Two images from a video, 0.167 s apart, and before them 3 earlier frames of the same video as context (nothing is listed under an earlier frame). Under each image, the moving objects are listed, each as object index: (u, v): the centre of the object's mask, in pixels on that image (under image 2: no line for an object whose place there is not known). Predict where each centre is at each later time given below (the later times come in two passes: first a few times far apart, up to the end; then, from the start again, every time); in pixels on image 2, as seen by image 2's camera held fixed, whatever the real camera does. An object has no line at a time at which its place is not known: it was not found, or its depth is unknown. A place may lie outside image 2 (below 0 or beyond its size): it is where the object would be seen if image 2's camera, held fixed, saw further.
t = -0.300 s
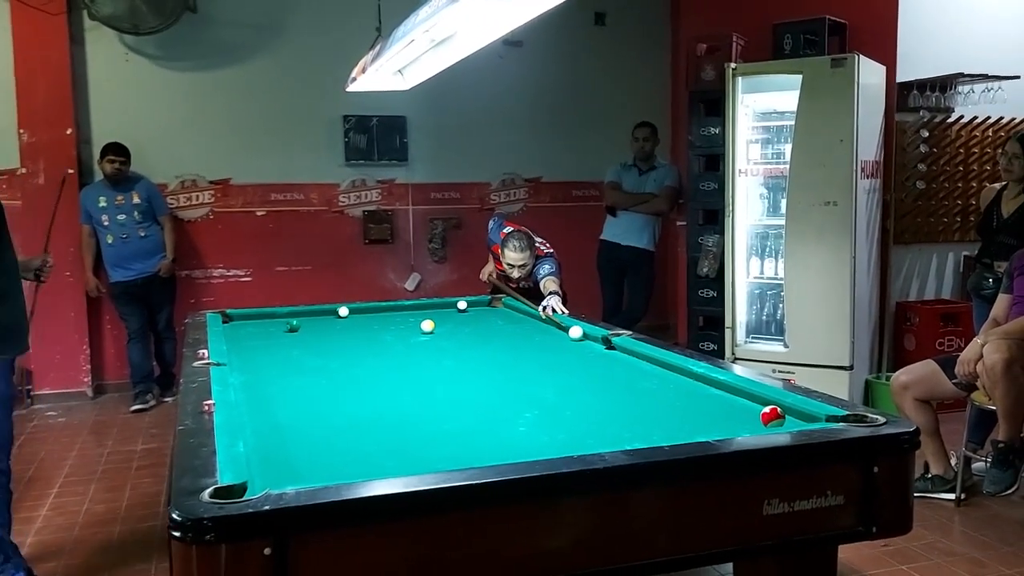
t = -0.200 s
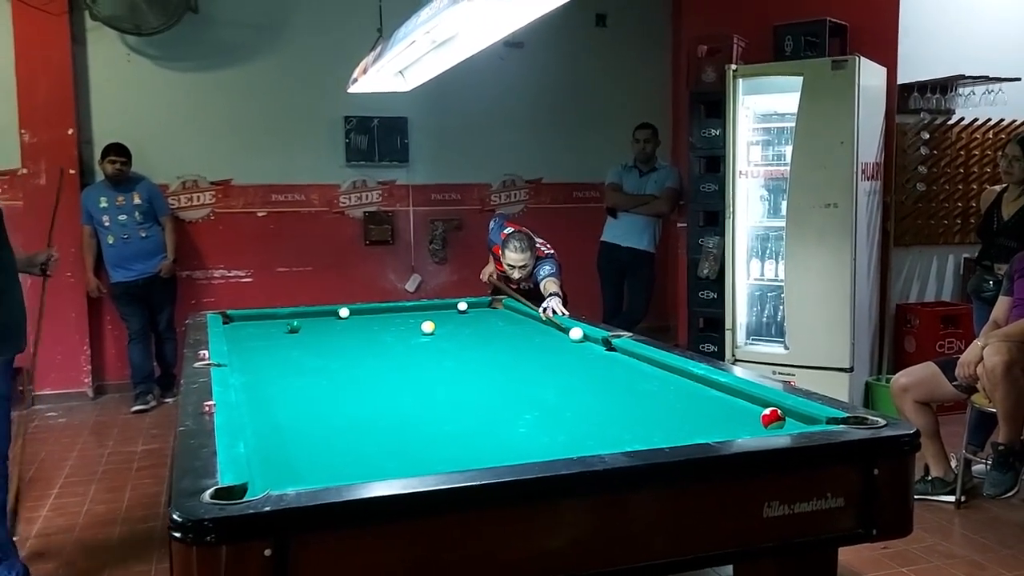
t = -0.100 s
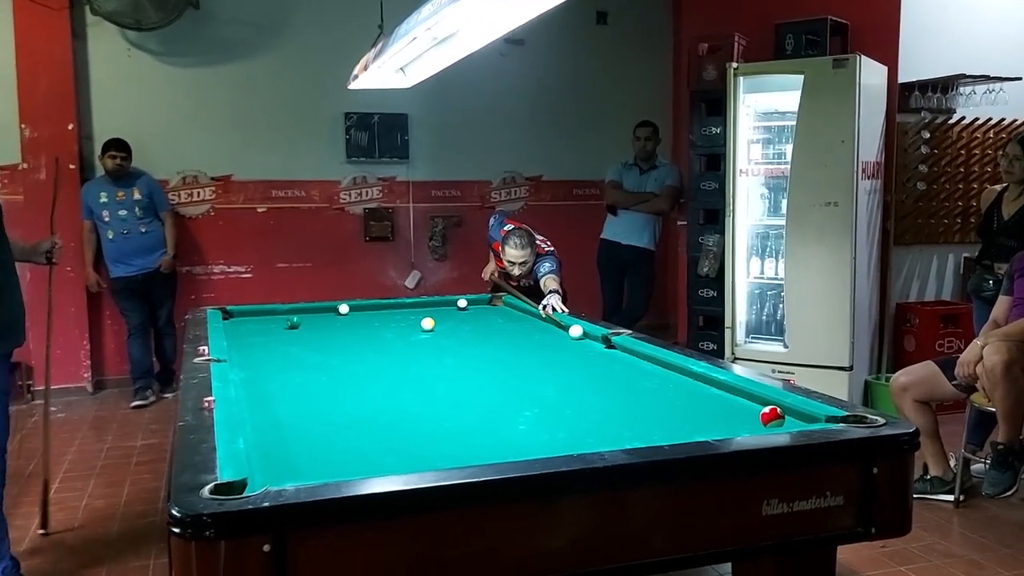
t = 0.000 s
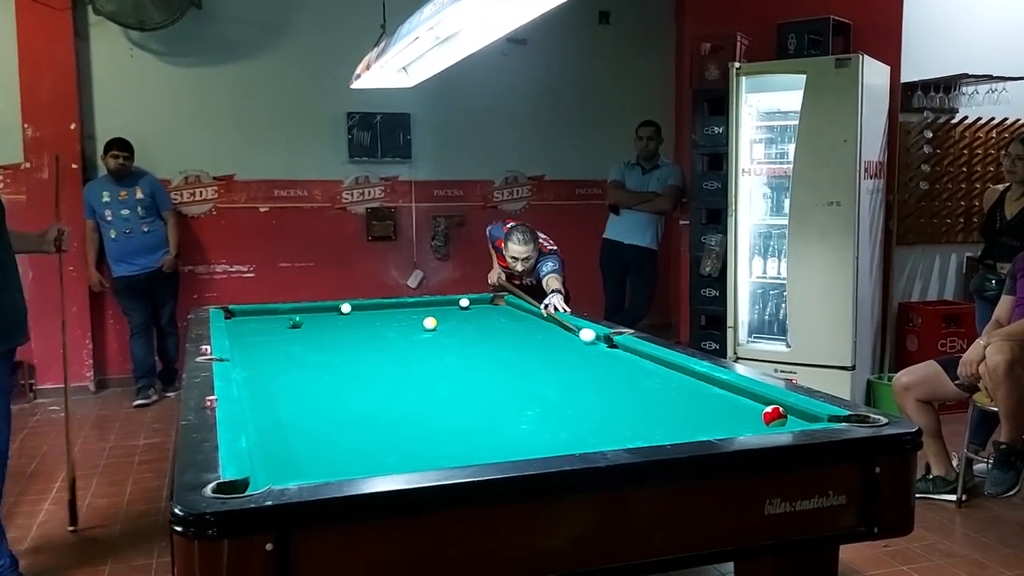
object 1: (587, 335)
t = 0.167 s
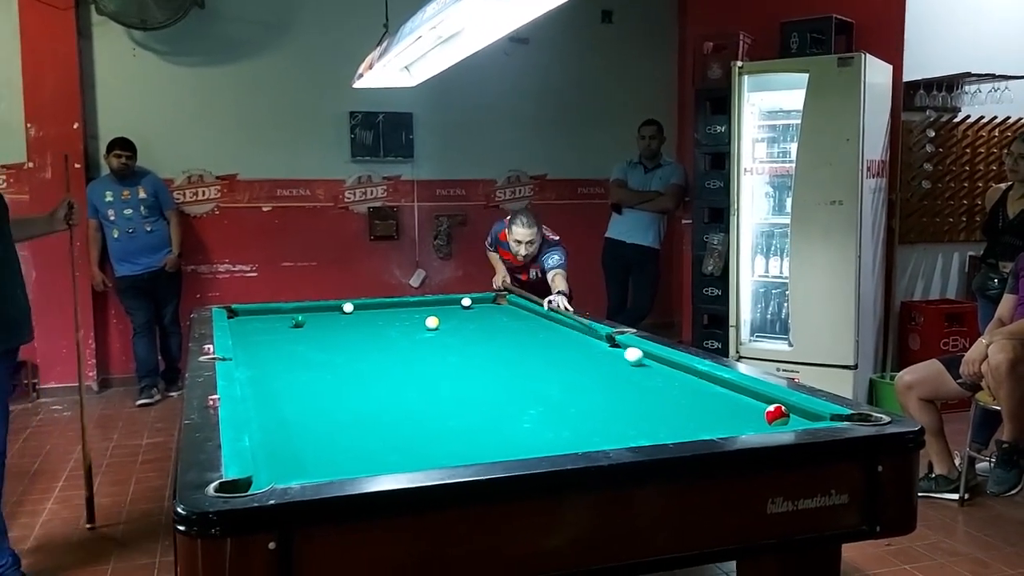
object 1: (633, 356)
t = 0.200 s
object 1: (643, 361)
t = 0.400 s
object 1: (706, 390)
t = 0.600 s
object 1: (741, 421)
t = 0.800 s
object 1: (682, 424)
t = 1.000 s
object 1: (612, 417)
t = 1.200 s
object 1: (550, 408)
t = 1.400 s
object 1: (494, 401)
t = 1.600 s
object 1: (444, 394)
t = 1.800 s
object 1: (399, 388)
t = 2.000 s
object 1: (358, 382)
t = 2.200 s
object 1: (322, 378)
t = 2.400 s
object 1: (288, 373)
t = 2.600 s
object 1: (257, 369)
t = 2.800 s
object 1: (249, 365)
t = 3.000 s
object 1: (262, 360)
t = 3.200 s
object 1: (273, 357)
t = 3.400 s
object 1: (283, 353)
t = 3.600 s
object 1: (293, 350)
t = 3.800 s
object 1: (302, 347)
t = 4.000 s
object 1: (309, 345)
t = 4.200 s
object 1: (315, 343)
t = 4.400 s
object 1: (321, 341)
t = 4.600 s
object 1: (327, 340)
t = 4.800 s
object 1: (331, 339)
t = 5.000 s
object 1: (335, 337)
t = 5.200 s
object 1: (339, 337)
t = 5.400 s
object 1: (342, 336)
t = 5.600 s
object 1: (344, 336)
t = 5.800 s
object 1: (344, 336)
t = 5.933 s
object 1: (344, 336)
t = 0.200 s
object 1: (643, 361)
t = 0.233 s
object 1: (652, 365)
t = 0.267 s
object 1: (662, 369)
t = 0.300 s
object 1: (672, 374)
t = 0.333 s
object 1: (682, 379)
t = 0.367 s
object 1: (694, 385)
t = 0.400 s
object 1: (706, 390)
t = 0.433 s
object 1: (718, 396)
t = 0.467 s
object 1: (732, 403)
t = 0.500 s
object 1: (746, 410)
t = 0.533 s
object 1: (750, 415)
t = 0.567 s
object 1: (745, 418)
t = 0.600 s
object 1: (741, 421)
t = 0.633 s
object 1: (737, 424)
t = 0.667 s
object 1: (734, 427)
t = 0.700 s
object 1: (720, 426)
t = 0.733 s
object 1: (707, 425)
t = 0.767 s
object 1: (694, 425)
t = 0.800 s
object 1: (682, 424)
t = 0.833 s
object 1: (670, 424)
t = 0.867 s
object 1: (658, 424)
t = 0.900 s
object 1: (646, 421)
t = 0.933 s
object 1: (634, 420)
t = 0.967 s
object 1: (623, 418)
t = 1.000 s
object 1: (612, 417)
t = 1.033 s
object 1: (601, 416)
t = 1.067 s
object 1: (590, 414)
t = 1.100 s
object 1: (580, 412)
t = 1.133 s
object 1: (570, 411)
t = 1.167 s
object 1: (560, 410)
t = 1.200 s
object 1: (550, 408)
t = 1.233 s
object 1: (541, 407)
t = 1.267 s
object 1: (531, 405)
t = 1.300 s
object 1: (522, 404)
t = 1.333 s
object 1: (512, 403)
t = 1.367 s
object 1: (503, 402)
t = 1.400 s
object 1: (494, 401)
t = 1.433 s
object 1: (486, 399)
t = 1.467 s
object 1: (477, 398)
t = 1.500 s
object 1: (469, 397)
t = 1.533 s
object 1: (460, 396)
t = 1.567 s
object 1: (452, 395)
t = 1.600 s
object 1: (444, 394)
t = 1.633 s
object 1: (436, 393)
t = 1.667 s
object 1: (428, 392)
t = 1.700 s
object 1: (421, 391)
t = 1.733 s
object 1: (413, 390)
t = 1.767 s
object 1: (406, 389)
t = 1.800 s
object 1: (399, 388)
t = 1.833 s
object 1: (392, 387)
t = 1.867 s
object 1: (385, 386)
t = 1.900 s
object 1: (378, 386)
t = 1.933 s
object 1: (371, 384)
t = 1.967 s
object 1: (365, 383)
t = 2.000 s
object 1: (358, 382)
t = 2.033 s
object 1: (352, 382)
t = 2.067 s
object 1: (346, 381)
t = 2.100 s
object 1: (340, 381)
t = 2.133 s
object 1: (333, 379)
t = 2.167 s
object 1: (327, 379)
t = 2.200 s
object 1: (322, 378)
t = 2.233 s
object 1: (316, 377)
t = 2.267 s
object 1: (310, 376)
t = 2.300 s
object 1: (305, 375)
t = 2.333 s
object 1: (299, 375)
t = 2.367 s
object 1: (293, 374)
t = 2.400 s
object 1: (288, 373)
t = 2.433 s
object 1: (282, 372)
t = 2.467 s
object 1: (277, 371)
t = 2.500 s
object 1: (272, 371)
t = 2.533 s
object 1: (267, 370)
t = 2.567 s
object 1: (262, 370)
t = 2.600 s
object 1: (257, 369)
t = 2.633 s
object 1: (252, 368)
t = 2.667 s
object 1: (248, 368)
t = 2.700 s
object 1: (244, 367)
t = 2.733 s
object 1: (244, 366)
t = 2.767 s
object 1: (247, 365)
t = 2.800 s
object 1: (249, 365)
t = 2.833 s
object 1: (251, 364)
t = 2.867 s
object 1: (253, 363)
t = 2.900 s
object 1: (256, 362)
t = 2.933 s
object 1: (258, 362)
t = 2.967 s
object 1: (260, 361)
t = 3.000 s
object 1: (262, 360)
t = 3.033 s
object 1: (264, 359)
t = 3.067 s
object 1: (266, 359)
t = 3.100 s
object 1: (268, 358)
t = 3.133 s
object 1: (270, 358)
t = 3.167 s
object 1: (271, 357)
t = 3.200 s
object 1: (273, 357)
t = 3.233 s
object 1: (275, 356)
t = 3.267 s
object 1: (277, 355)
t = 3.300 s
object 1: (279, 355)
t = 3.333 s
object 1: (280, 354)
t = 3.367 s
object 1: (282, 354)
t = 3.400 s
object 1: (283, 353)
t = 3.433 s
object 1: (285, 352)
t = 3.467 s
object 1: (287, 352)
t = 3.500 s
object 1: (288, 352)
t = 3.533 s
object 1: (290, 351)
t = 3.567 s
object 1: (291, 350)
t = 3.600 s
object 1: (293, 350)
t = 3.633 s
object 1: (294, 350)
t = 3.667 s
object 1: (296, 349)
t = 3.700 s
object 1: (297, 349)
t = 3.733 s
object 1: (299, 348)
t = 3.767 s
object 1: (300, 348)
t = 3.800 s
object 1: (302, 347)
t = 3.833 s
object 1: (303, 347)
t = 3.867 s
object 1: (304, 347)
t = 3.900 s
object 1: (305, 346)
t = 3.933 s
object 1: (306, 346)
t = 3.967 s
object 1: (308, 345)
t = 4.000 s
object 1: (309, 345)
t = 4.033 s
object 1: (309, 345)
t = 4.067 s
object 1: (311, 344)
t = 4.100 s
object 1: (312, 344)
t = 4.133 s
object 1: (313, 344)
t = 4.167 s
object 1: (314, 344)
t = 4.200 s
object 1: (315, 343)
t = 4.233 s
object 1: (316, 343)
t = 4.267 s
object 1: (317, 343)
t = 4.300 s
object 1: (319, 342)
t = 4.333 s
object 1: (320, 342)
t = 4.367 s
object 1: (320, 342)
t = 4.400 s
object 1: (321, 341)
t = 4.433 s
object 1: (322, 341)
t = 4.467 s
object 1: (323, 341)
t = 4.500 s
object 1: (324, 341)
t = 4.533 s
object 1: (325, 341)
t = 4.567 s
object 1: (326, 340)
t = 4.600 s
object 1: (327, 340)
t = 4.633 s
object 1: (328, 340)
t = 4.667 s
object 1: (328, 339)
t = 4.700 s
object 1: (329, 339)
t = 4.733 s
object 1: (329, 339)
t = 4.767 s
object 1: (331, 339)
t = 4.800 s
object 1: (331, 339)
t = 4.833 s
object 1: (332, 338)
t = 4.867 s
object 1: (332, 338)
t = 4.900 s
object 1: (333, 338)
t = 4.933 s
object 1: (334, 338)
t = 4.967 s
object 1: (335, 338)
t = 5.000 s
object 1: (335, 337)
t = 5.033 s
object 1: (336, 337)
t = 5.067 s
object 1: (336, 337)
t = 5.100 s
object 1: (337, 337)
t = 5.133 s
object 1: (338, 337)
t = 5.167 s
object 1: (338, 337)
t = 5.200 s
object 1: (339, 337)
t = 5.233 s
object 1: (339, 337)
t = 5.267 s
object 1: (340, 336)
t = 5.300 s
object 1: (340, 336)
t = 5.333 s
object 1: (341, 336)
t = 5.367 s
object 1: (342, 336)
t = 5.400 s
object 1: (342, 336)
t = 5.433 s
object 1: (342, 336)
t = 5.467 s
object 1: (343, 336)
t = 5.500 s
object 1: (343, 336)
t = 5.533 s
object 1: (343, 336)
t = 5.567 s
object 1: (344, 336)
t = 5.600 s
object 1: (344, 336)
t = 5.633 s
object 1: (344, 336)
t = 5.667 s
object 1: (344, 336)
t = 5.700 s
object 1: (344, 336)
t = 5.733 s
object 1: (344, 336)
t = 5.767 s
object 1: (344, 336)
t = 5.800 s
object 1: (344, 336)
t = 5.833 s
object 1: (344, 336)
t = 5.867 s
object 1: (344, 336)
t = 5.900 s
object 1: (344, 336)
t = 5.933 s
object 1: (344, 336)
